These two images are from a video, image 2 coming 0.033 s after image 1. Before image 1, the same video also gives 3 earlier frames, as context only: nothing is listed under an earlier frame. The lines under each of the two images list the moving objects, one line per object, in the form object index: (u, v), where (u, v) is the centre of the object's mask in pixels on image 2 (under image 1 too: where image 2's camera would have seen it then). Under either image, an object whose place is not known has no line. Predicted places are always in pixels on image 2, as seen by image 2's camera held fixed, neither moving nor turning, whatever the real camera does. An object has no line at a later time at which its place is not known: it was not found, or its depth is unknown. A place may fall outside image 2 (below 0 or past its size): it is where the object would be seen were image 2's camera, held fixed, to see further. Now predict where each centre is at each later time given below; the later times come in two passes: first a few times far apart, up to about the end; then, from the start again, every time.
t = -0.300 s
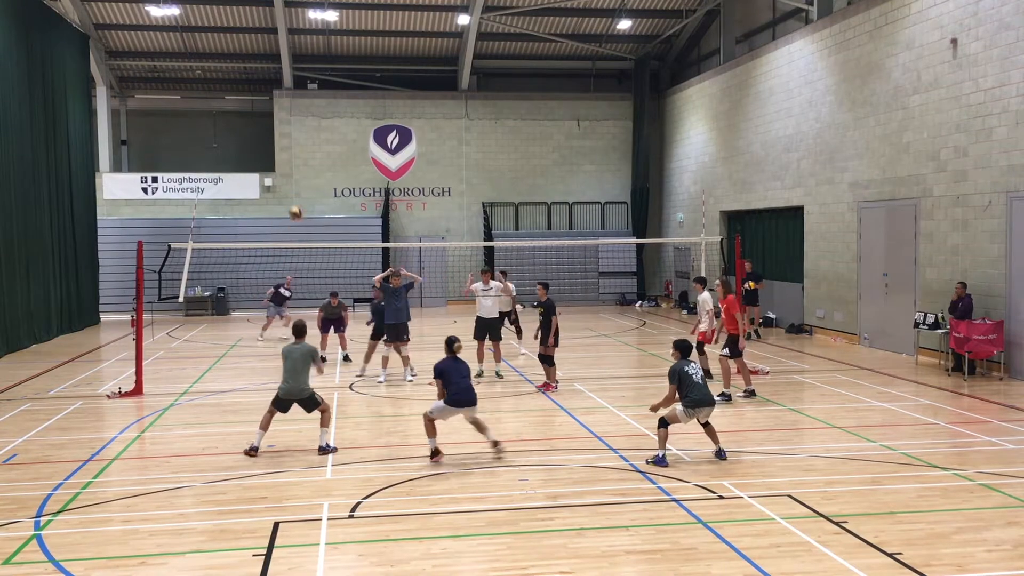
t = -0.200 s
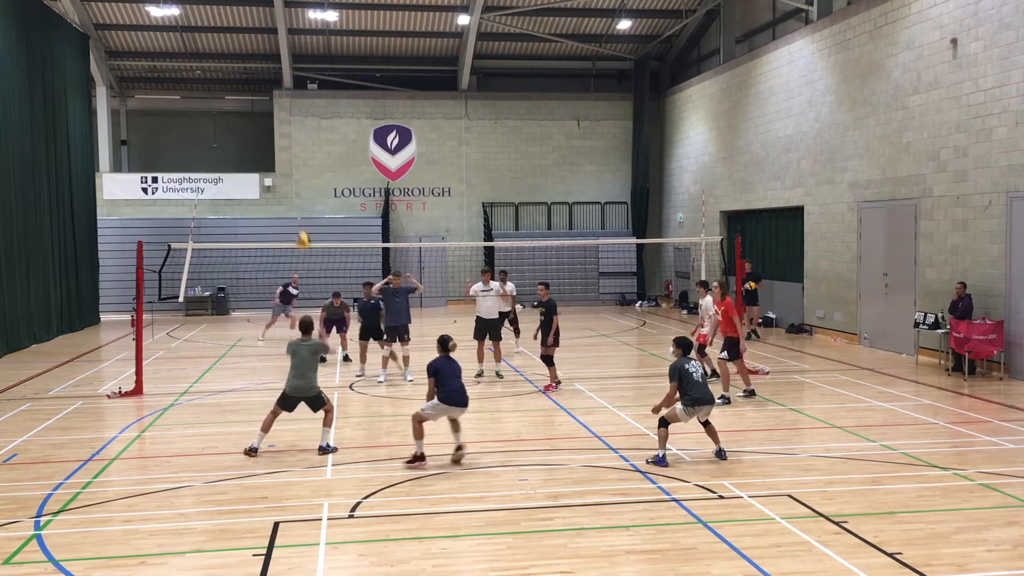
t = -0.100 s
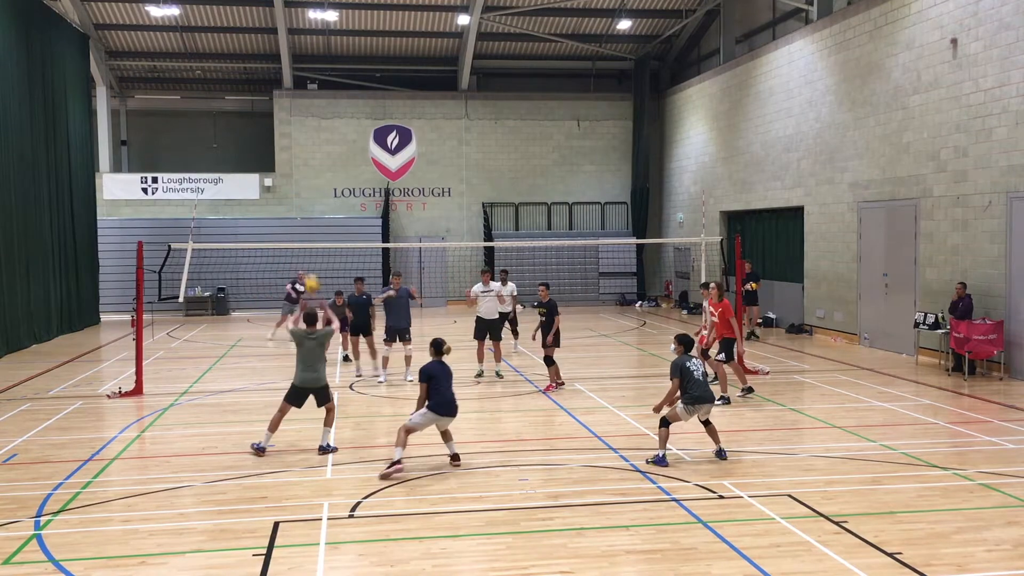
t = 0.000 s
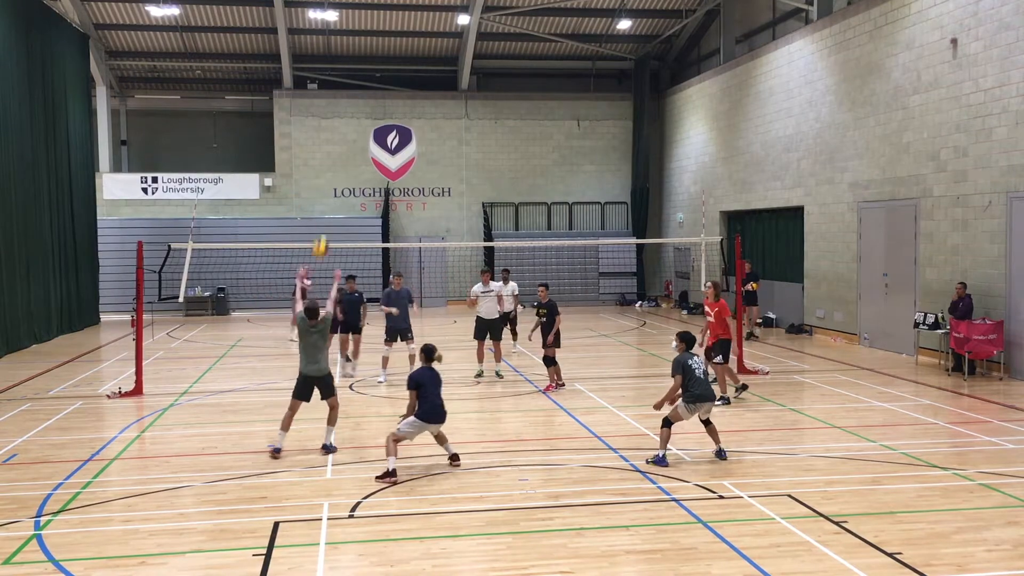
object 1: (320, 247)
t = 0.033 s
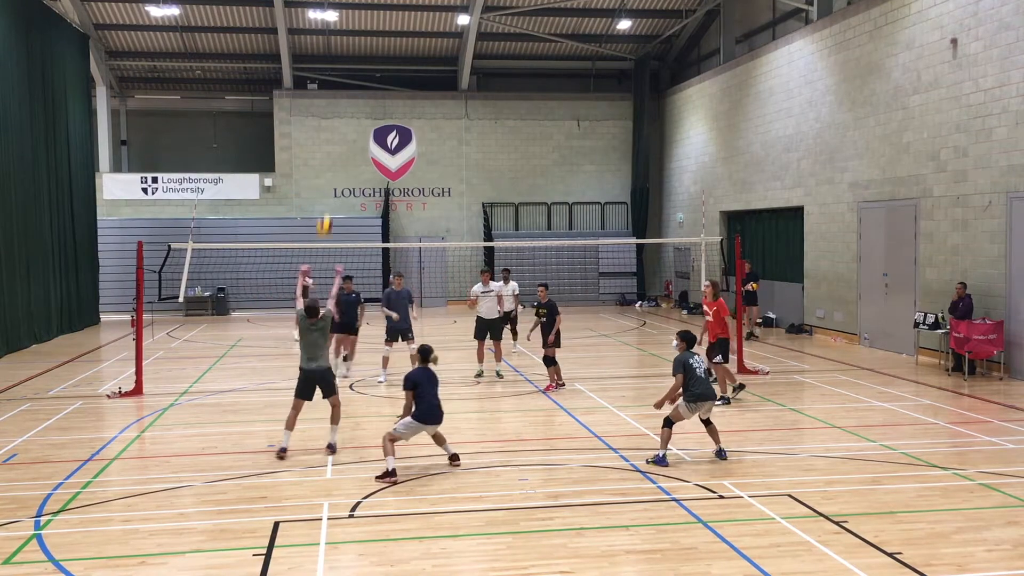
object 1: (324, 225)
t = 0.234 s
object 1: (345, 121)
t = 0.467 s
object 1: (370, 48)
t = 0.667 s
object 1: (392, 23)
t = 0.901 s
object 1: (415, 31)
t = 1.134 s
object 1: (438, 75)
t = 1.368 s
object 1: (459, 149)
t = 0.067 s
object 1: (329, 205)
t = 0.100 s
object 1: (332, 185)
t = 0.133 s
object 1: (335, 168)
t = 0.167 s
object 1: (338, 152)
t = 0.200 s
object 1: (342, 136)
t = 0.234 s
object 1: (345, 121)
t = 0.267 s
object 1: (349, 107)
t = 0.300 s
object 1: (353, 95)
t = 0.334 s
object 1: (357, 84)
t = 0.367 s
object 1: (360, 74)
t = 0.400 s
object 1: (363, 64)
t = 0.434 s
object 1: (367, 56)
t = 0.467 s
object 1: (370, 48)
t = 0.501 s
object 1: (374, 41)
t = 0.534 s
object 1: (378, 35)
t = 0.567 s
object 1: (382, 31)
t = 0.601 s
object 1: (385, 27)
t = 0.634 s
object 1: (389, 25)
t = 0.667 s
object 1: (392, 23)
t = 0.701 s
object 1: (395, 22)
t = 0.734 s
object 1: (399, 21)
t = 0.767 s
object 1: (402, 21)
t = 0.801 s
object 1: (406, 23)
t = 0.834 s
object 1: (409, 25)
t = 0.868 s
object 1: (412, 28)
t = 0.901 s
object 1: (415, 31)
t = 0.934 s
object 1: (419, 34)
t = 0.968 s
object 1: (422, 40)
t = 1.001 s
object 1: (425, 46)
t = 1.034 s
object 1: (429, 52)
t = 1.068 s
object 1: (432, 59)
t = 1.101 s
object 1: (435, 67)
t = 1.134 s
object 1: (438, 75)
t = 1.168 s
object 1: (441, 83)
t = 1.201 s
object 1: (444, 93)
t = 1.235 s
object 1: (448, 103)
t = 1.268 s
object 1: (450, 113)
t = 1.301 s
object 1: (454, 125)
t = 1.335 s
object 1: (456, 137)
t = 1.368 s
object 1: (459, 149)
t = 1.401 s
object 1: (462, 162)
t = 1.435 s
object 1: (465, 176)
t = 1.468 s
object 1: (468, 189)
